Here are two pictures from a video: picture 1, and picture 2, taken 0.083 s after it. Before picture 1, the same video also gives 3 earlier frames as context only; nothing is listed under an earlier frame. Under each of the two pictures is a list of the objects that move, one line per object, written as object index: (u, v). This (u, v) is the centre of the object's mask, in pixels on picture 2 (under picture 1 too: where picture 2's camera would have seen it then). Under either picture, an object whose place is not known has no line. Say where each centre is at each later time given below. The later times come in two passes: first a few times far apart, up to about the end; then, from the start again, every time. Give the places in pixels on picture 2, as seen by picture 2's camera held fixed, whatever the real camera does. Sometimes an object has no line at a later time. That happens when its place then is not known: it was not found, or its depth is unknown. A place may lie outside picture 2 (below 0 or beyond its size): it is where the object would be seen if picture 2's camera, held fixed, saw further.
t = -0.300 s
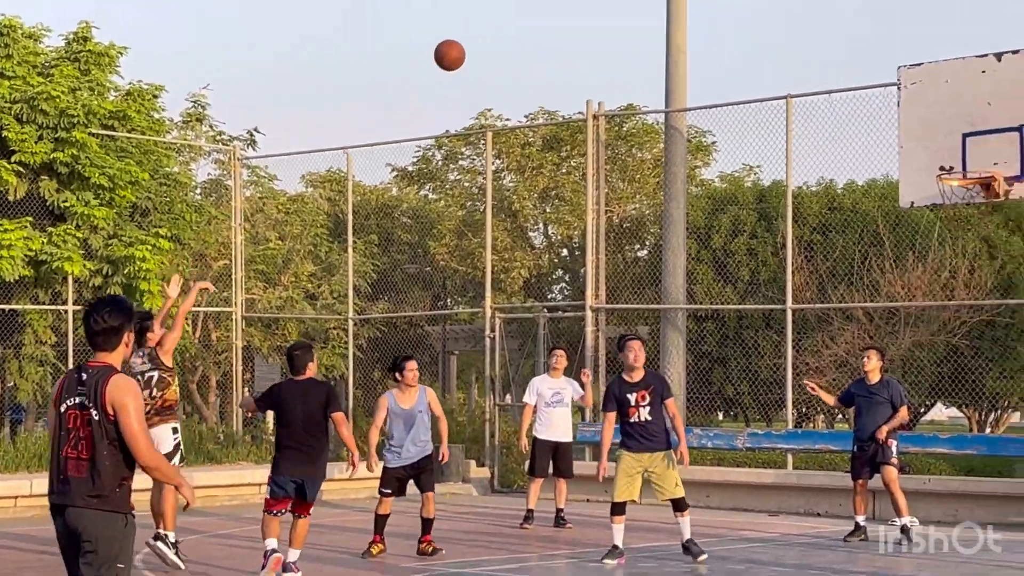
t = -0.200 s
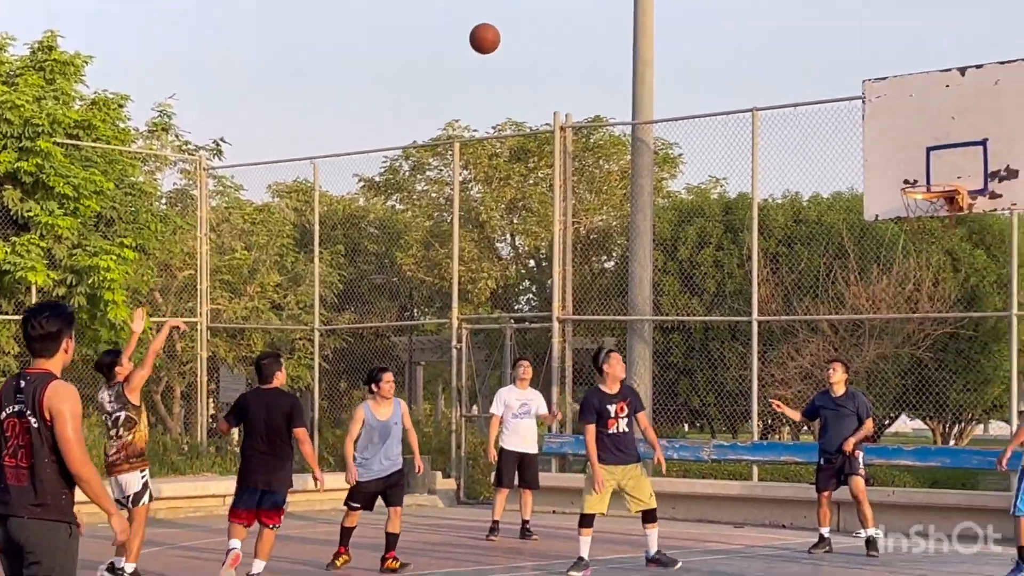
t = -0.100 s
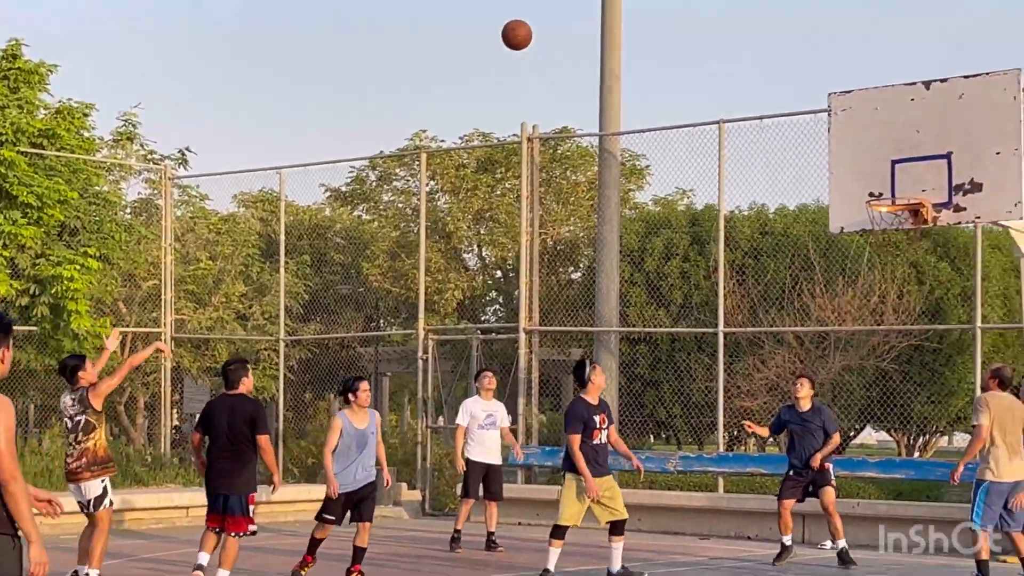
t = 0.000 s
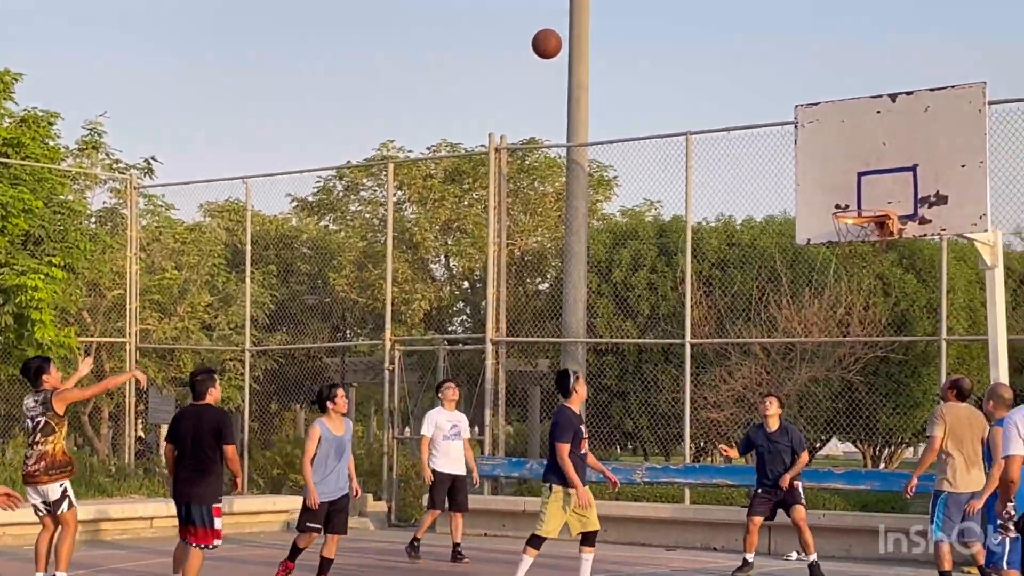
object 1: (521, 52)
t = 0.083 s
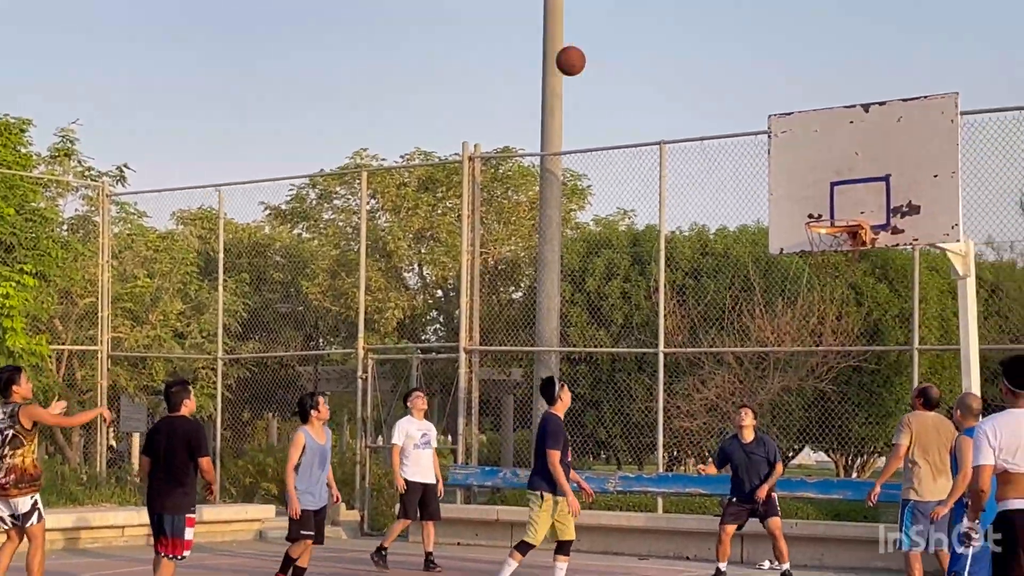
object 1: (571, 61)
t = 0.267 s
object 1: (675, 107)
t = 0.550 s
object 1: (797, 212)
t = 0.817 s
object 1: (716, 194)
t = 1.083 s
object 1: (623, 248)
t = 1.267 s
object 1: (560, 329)
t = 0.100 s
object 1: (580, 63)
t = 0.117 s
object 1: (590, 66)
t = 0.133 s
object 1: (600, 70)
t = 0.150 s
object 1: (609, 73)
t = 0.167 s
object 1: (619, 77)
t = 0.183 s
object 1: (628, 81)
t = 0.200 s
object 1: (638, 86)
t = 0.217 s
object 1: (647, 91)
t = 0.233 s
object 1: (657, 96)
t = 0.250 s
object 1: (666, 101)
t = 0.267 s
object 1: (675, 107)
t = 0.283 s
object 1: (684, 112)
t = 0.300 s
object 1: (694, 119)
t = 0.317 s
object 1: (703, 125)
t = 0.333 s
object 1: (712, 132)
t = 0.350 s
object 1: (721, 139)
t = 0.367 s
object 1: (730, 146)
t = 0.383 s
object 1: (739, 154)
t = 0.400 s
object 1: (747, 162)
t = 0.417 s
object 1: (756, 170)
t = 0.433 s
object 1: (765, 178)
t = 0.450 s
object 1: (774, 187)
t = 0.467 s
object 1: (783, 196)
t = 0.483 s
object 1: (791, 205)
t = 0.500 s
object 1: (800, 214)
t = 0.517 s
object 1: (802, 217)
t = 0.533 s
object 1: (800, 214)
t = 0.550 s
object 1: (797, 212)
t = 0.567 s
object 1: (794, 209)
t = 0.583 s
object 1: (791, 207)
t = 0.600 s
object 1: (788, 205)
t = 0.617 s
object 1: (785, 204)
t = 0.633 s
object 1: (781, 202)
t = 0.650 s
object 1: (775, 200)
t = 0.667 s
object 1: (769, 197)
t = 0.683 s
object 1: (763, 196)
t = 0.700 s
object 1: (757, 194)
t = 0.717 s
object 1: (751, 193)
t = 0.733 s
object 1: (745, 193)
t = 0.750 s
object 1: (739, 192)
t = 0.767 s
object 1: (733, 192)
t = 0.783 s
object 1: (727, 192)
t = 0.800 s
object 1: (722, 193)
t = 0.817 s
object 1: (716, 194)
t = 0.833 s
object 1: (710, 195)
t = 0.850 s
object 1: (704, 196)
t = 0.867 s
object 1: (698, 198)
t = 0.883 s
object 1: (692, 200)
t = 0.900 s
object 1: (686, 202)
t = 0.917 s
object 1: (680, 205)
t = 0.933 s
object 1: (674, 208)
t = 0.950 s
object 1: (668, 211)
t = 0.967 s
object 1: (662, 214)
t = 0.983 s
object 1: (657, 219)
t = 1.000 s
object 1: (651, 223)
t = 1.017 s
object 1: (646, 227)
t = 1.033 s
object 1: (640, 232)
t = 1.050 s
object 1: (634, 237)
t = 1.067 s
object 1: (629, 242)
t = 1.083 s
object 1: (623, 248)
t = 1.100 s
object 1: (617, 254)
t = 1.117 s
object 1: (611, 260)
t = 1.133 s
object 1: (606, 267)
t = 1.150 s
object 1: (599, 273)
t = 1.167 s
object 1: (594, 280)
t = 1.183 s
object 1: (589, 288)
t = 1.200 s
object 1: (583, 295)
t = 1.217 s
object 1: (577, 303)
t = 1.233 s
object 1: (572, 311)
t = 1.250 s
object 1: (566, 320)
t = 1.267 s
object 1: (560, 329)
